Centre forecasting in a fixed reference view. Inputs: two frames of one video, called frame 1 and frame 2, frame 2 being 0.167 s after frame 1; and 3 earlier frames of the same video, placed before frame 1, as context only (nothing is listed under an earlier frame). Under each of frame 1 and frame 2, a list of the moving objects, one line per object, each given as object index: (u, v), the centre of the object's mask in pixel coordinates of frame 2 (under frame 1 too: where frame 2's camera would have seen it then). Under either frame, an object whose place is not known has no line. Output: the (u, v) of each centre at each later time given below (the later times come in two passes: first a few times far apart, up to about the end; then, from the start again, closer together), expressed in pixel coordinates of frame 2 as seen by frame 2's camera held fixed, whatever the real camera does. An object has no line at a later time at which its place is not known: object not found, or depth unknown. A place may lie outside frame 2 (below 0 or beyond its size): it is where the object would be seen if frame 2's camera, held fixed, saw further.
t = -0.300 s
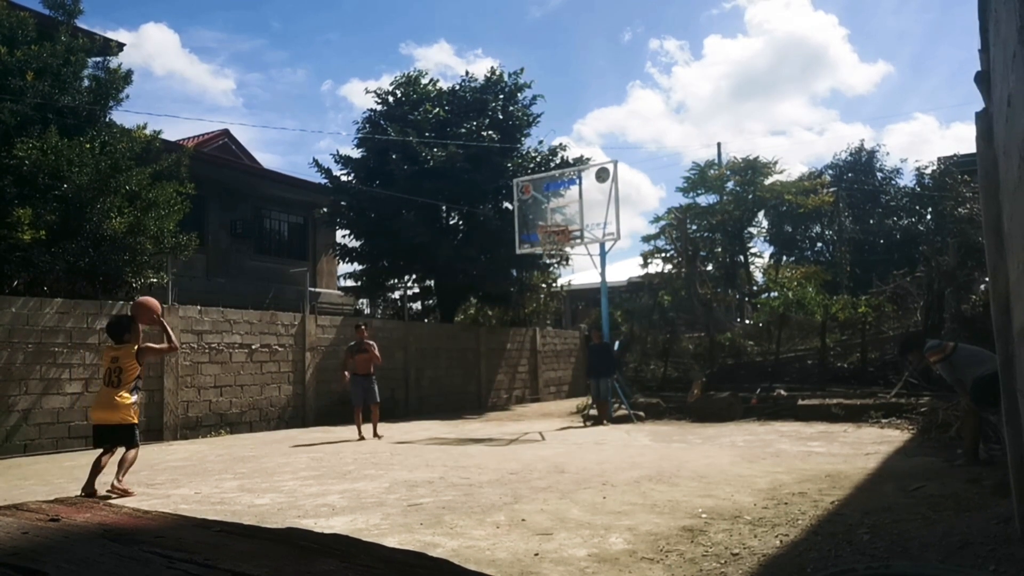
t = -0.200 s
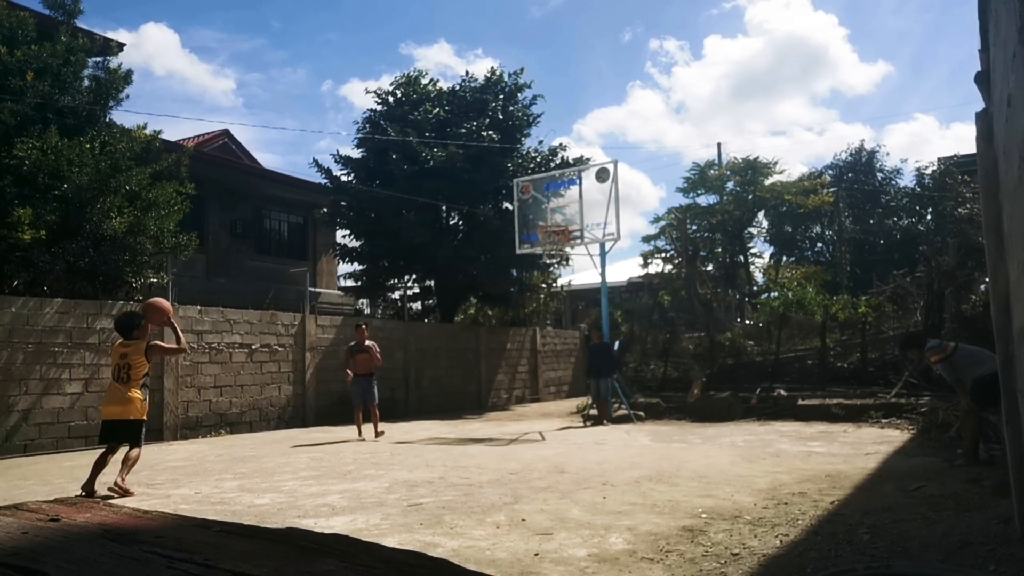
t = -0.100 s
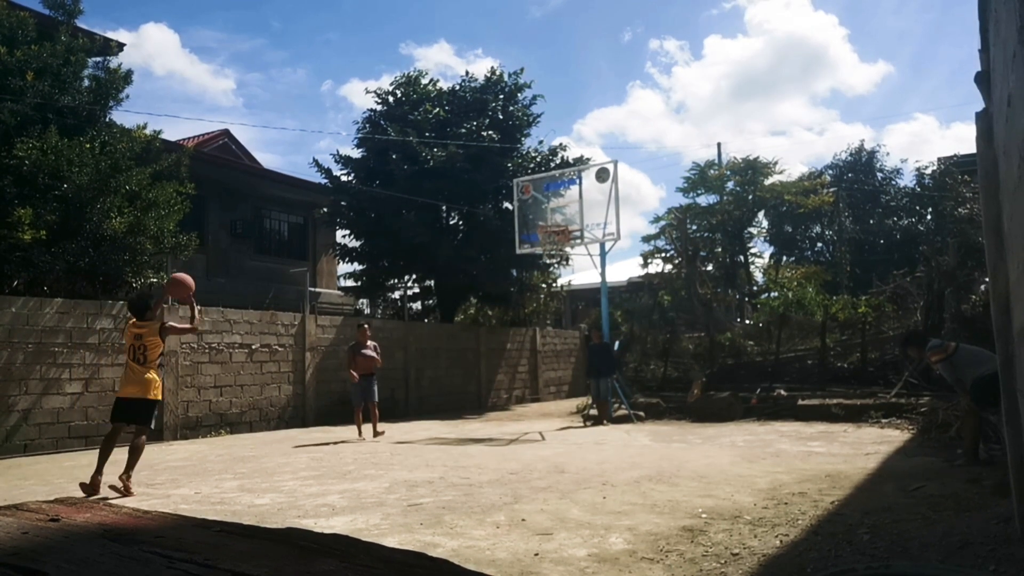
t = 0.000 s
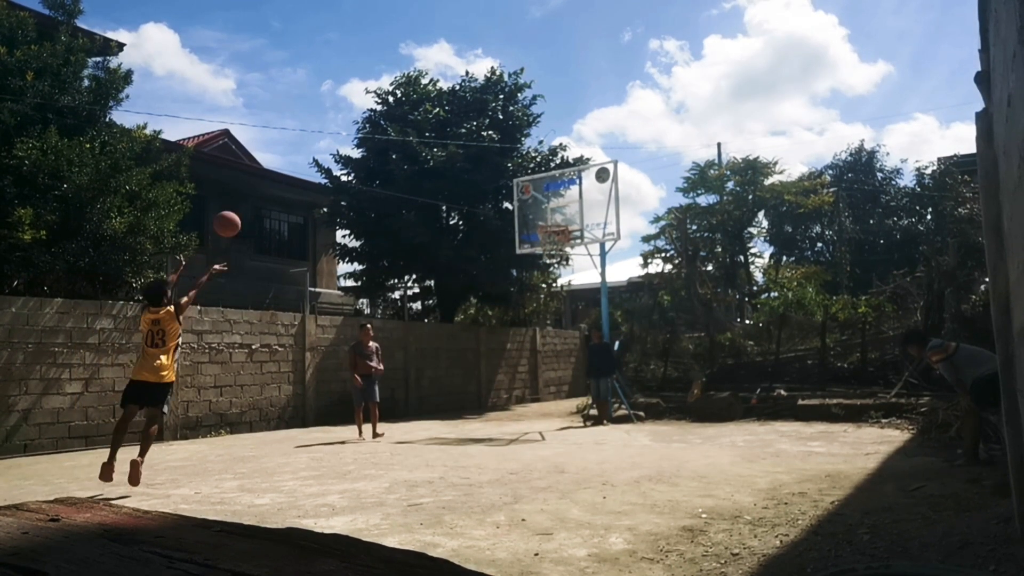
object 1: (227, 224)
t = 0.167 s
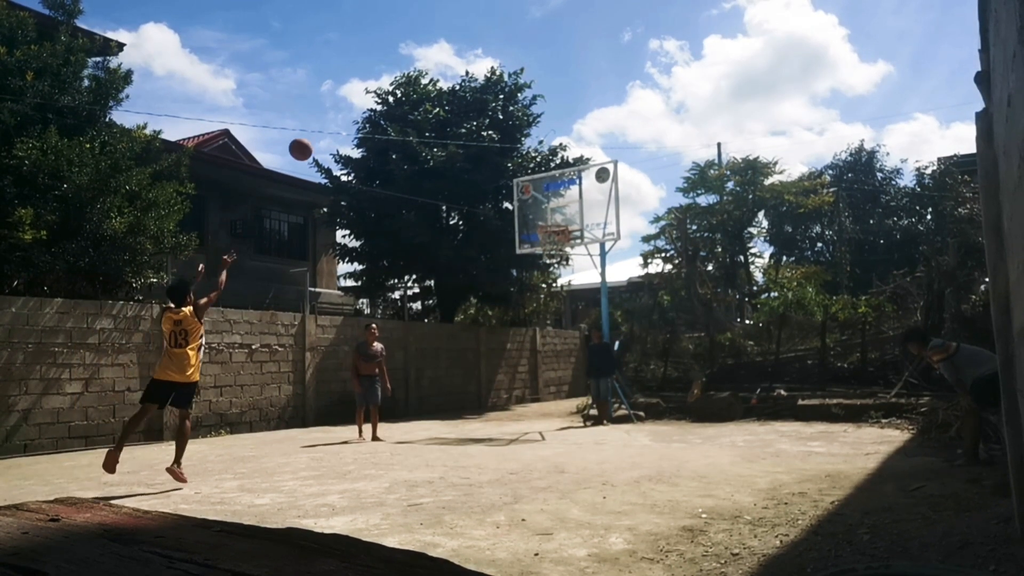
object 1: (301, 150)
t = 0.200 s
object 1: (314, 139)
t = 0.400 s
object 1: (385, 102)
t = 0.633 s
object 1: (453, 103)
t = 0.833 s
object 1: (503, 134)
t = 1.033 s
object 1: (546, 187)
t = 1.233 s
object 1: (571, 211)
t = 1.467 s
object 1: (580, 197)
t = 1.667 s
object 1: (590, 215)
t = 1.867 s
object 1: (603, 267)
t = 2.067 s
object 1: (622, 364)
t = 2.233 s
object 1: (638, 415)
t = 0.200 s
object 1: (314, 139)
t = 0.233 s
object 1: (327, 130)
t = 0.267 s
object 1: (339, 122)
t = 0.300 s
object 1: (351, 116)
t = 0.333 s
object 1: (363, 111)
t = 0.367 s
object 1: (374, 105)
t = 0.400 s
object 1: (385, 102)
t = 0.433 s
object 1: (395, 100)
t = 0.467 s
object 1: (406, 99)
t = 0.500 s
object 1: (416, 98)
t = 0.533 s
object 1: (426, 98)
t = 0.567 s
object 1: (435, 99)
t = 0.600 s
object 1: (444, 100)
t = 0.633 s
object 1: (453, 103)
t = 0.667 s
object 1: (462, 107)
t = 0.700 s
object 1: (471, 111)
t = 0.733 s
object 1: (479, 116)
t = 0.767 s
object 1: (487, 121)
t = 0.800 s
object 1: (494, 128)
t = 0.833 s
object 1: (503, 134)
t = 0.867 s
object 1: (510, 142)
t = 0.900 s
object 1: (518, 149)
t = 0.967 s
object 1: (532, 167)
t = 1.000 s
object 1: (539, 176)
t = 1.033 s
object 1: (546, 187)
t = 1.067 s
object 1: (553, 197)
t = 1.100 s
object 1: (559, 209)
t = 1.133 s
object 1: (566, 220)
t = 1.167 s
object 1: (570, 220)
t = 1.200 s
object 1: (570, 215)
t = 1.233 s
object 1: (571, 211)
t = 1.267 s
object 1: (573, 207)
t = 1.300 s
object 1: (574, 203)
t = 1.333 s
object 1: (575, 201)
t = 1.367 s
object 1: (576, 199)
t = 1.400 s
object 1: (577, 198)
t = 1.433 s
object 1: (579, 197)
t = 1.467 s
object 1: (580, 197)
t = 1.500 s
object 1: (582, 198)
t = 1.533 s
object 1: (583, 200)
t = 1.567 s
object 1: (585, 202)
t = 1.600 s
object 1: (586, 206)
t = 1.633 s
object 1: (588, 210)
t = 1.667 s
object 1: (590, 215)
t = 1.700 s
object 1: (592, 221)
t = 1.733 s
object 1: (594, 228)
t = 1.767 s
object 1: (597, 236)
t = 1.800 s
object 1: (598, 246)
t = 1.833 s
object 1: (601, 256)
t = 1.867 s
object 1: (603, 267)
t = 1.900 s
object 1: (606, 281)
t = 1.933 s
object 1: (610, 294)
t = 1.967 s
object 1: (612, 309)
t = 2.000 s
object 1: (616, 326)
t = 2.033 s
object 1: (619, 344)
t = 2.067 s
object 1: (622, 364)
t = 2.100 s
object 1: (625, 386)
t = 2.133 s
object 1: (629, 409)
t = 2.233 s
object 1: (638, 415)
